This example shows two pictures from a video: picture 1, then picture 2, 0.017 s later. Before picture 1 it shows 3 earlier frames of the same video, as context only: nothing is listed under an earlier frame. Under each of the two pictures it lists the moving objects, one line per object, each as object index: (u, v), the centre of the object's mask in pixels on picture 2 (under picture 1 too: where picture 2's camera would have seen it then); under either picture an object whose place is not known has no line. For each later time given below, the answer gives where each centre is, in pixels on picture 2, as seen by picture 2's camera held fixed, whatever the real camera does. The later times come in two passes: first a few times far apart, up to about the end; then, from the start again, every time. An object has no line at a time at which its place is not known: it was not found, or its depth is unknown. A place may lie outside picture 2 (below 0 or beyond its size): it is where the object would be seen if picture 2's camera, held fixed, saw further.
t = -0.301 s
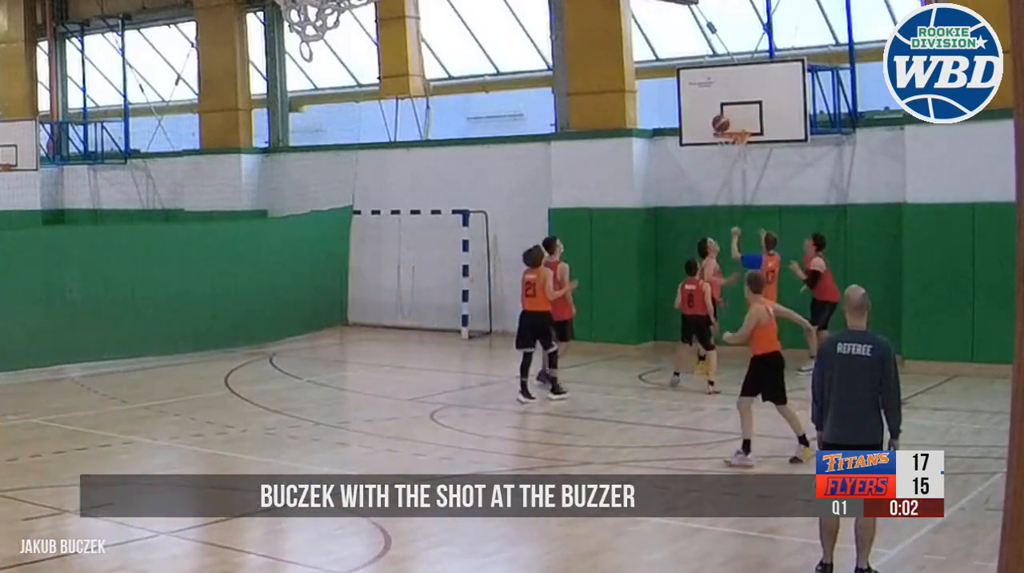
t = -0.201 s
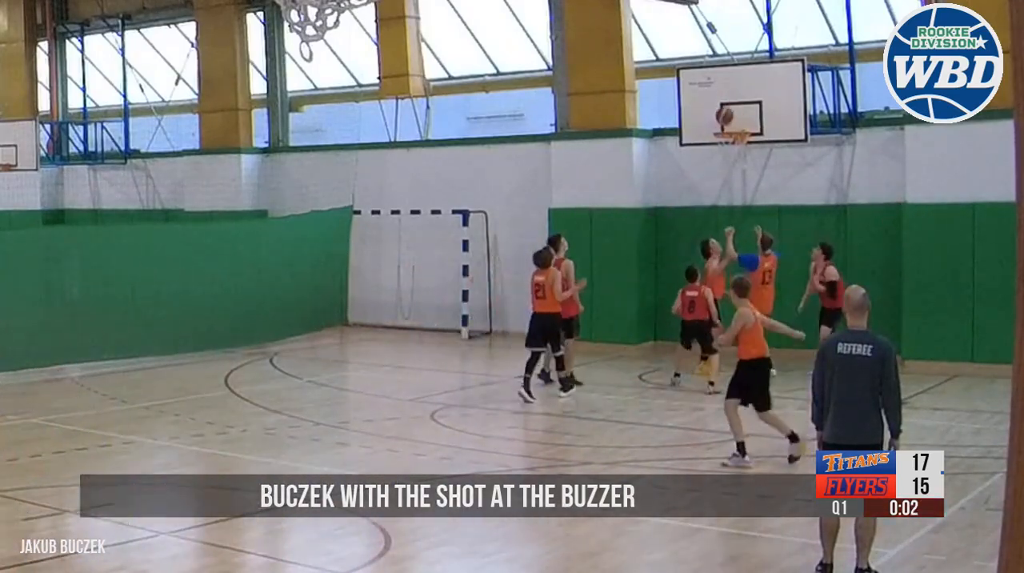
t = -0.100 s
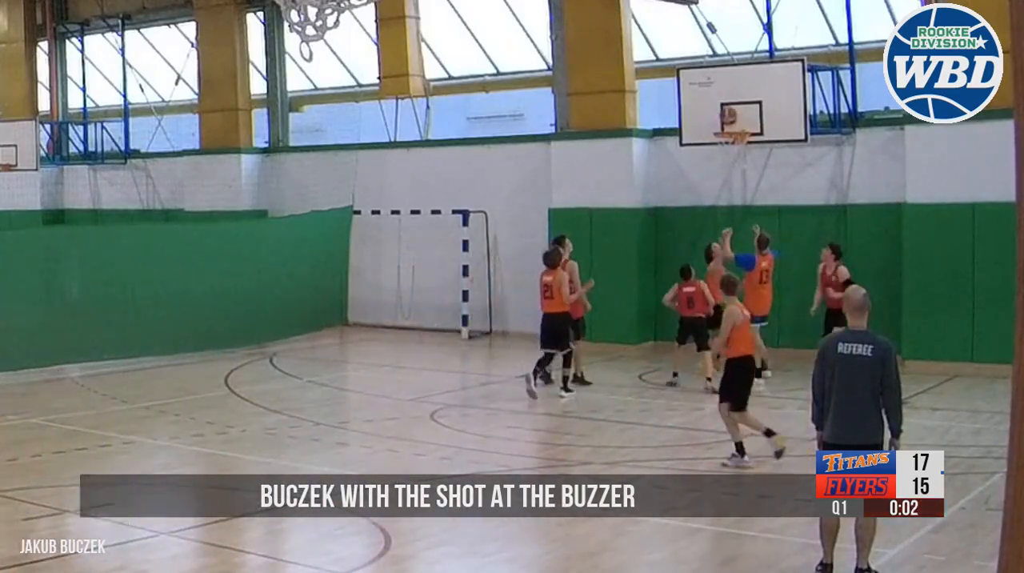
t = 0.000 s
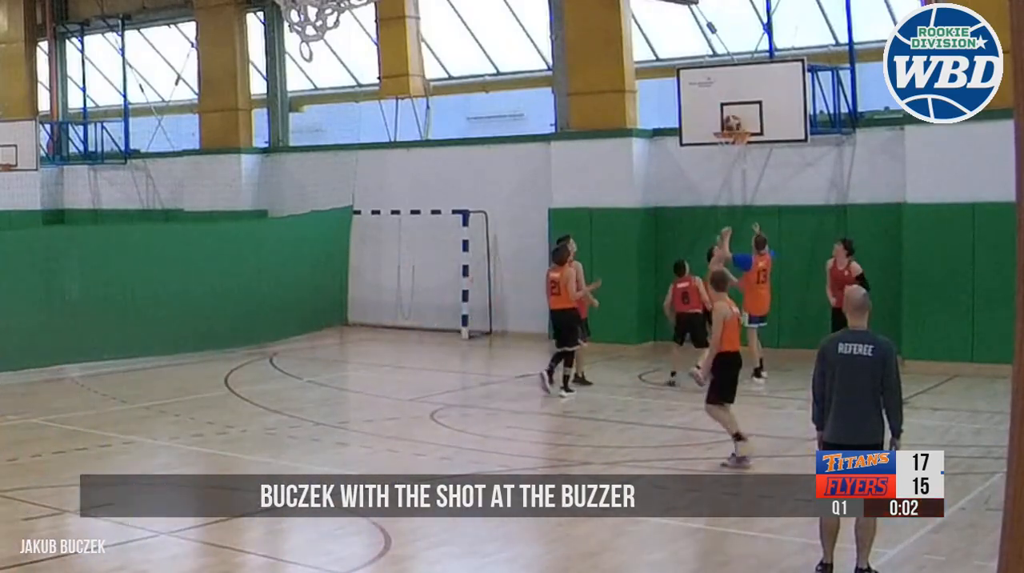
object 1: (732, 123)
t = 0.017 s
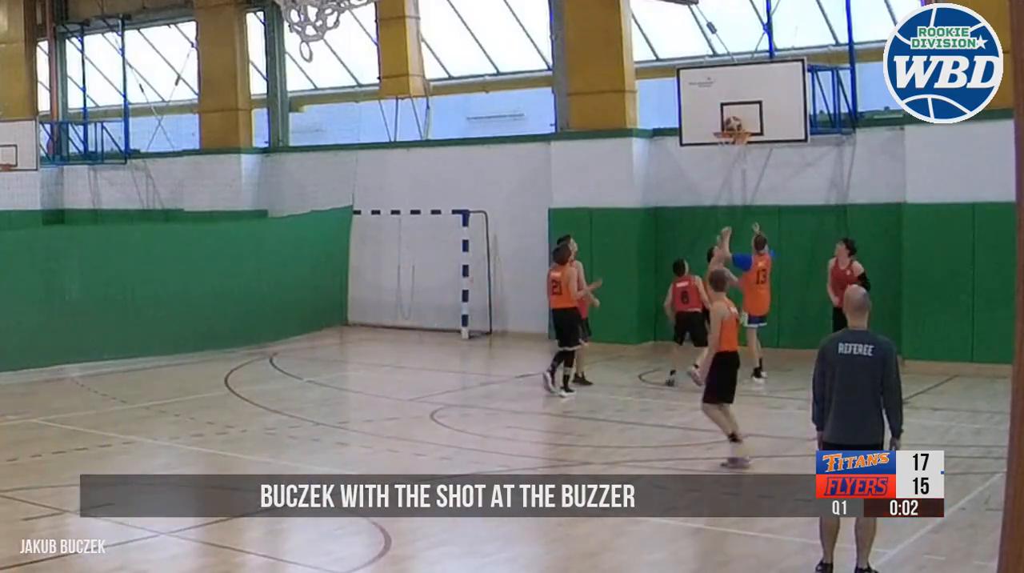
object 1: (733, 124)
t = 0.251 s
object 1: (736, 132)
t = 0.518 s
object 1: (731, 184)
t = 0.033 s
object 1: (733, 124)
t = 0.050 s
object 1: (733, 124)
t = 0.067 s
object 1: (733, 124)
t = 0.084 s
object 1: (733, 124)
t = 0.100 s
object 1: (733, 124)
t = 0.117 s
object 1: (733, 124)
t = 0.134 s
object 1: (734, 124)
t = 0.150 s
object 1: (733, 124)
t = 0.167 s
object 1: (733, 125)
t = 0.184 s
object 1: (733, 126)
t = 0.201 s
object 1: (733, 127)
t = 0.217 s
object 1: (733, 127)
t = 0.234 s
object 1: (733, 128)
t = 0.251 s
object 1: (736, 132)
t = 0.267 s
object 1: (733, 138)
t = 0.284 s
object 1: (734, 140)
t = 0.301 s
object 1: (734, 143)
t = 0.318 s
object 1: (733, 145)
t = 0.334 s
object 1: (733, 146)
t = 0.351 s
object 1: (732, 149)
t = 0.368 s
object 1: (731, 151)
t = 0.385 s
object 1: (732, 155)
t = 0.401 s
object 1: (732, 158)
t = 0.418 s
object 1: (732, 161)
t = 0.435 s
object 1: (732, 163)
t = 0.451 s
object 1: (732, 168)
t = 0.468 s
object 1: (732, 172)
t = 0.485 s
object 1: (732, 175)
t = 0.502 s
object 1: (732, 180)
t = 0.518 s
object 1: (731, 184)
